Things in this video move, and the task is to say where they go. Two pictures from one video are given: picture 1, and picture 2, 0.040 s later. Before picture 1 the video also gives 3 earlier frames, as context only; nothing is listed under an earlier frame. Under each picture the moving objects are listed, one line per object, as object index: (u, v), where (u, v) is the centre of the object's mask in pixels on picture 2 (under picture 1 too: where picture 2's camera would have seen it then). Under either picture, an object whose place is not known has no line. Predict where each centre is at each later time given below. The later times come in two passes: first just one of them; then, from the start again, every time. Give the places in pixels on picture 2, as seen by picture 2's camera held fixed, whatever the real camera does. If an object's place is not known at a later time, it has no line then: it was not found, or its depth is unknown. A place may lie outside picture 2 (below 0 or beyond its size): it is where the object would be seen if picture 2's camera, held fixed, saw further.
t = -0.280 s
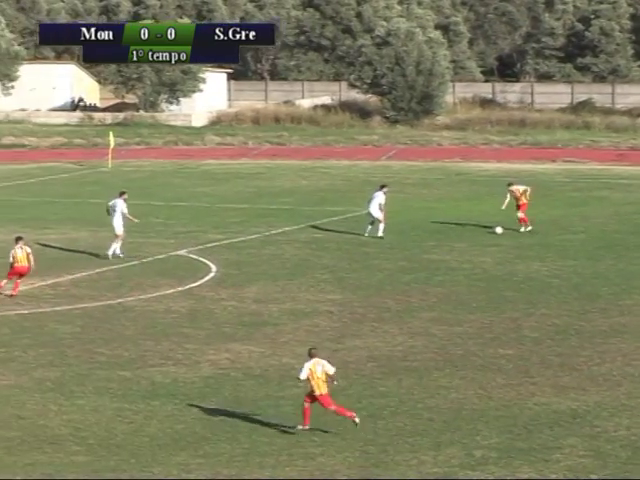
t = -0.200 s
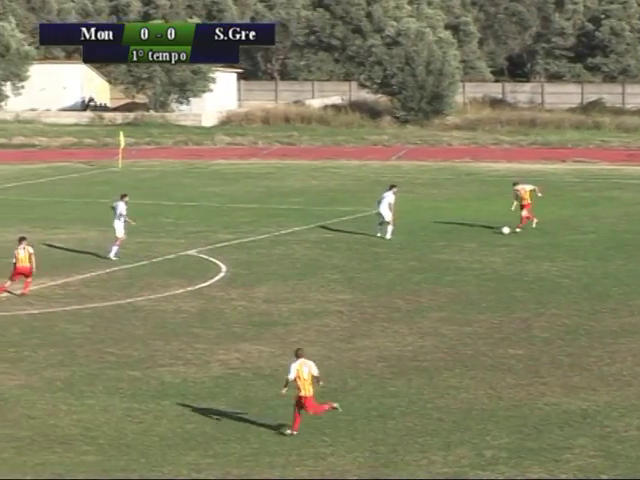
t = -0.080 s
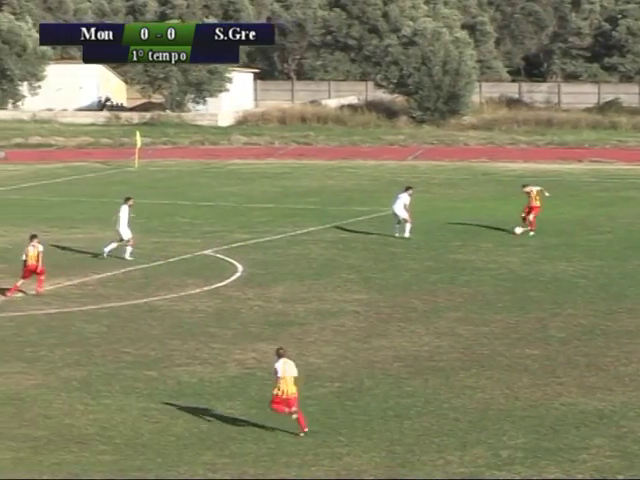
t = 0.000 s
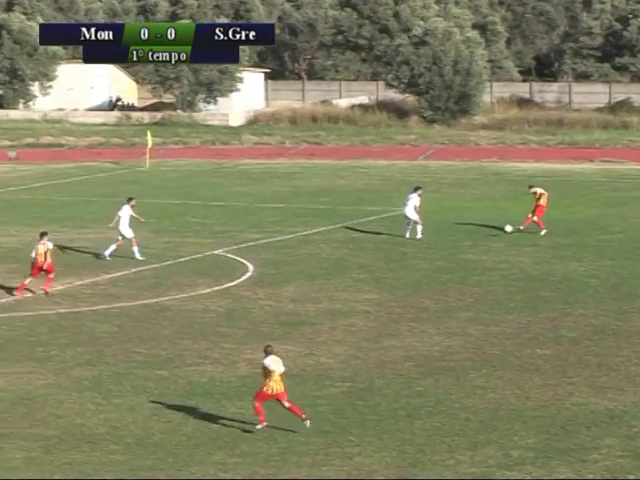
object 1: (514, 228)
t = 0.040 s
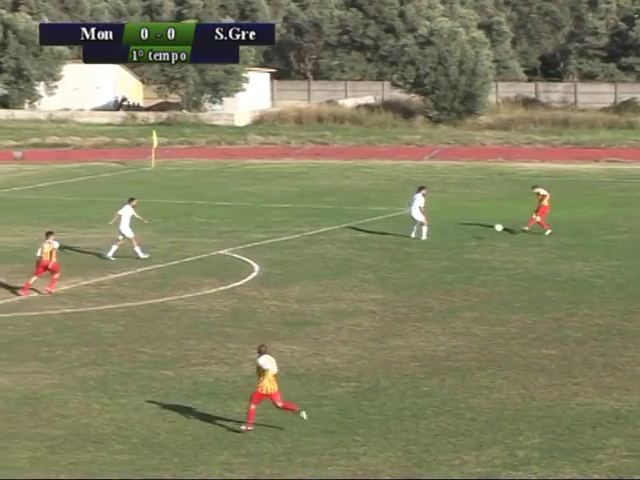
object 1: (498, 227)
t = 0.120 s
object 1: (468, 227)
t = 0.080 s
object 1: (483, 227)
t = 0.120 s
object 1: (468, 227)
